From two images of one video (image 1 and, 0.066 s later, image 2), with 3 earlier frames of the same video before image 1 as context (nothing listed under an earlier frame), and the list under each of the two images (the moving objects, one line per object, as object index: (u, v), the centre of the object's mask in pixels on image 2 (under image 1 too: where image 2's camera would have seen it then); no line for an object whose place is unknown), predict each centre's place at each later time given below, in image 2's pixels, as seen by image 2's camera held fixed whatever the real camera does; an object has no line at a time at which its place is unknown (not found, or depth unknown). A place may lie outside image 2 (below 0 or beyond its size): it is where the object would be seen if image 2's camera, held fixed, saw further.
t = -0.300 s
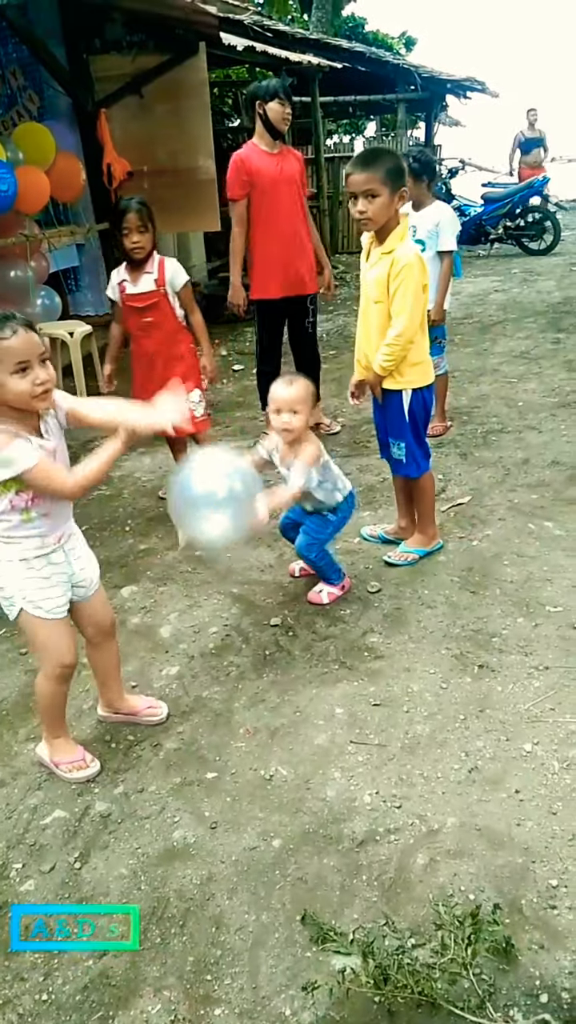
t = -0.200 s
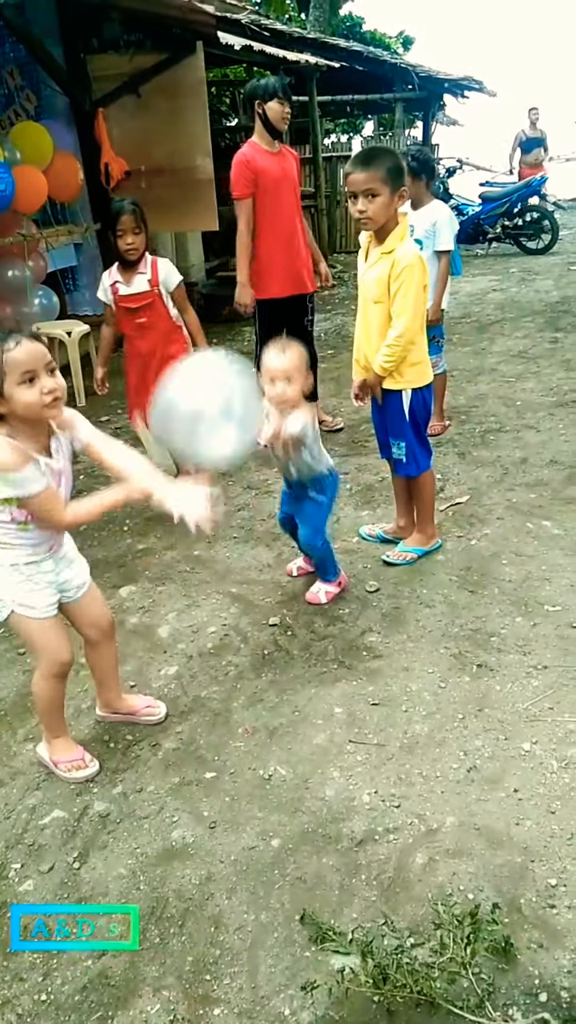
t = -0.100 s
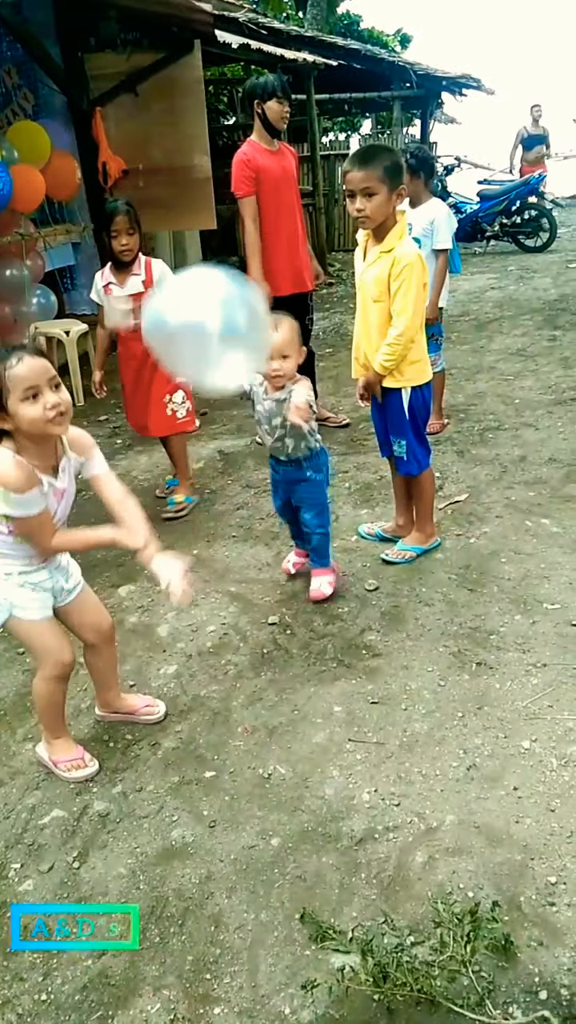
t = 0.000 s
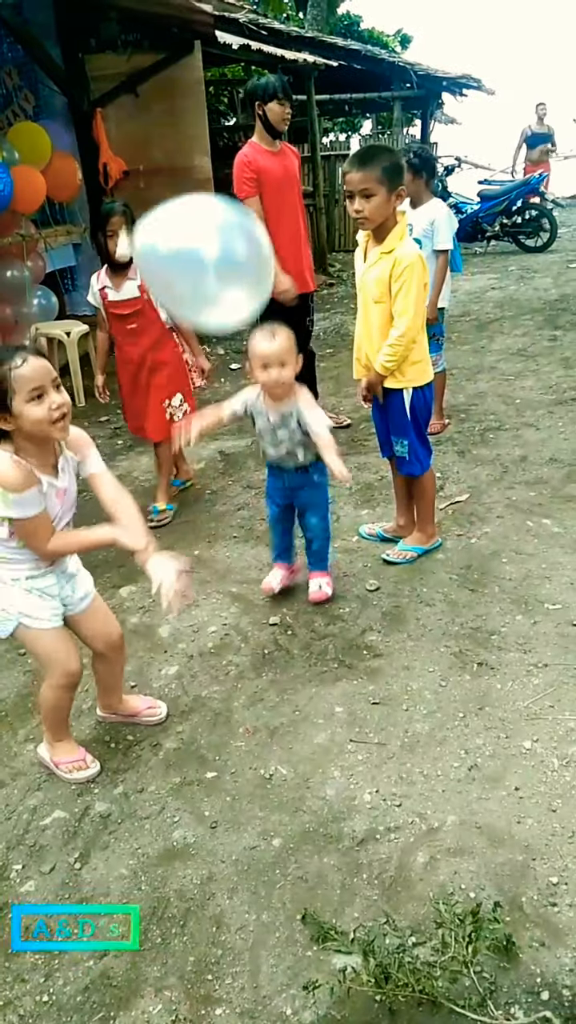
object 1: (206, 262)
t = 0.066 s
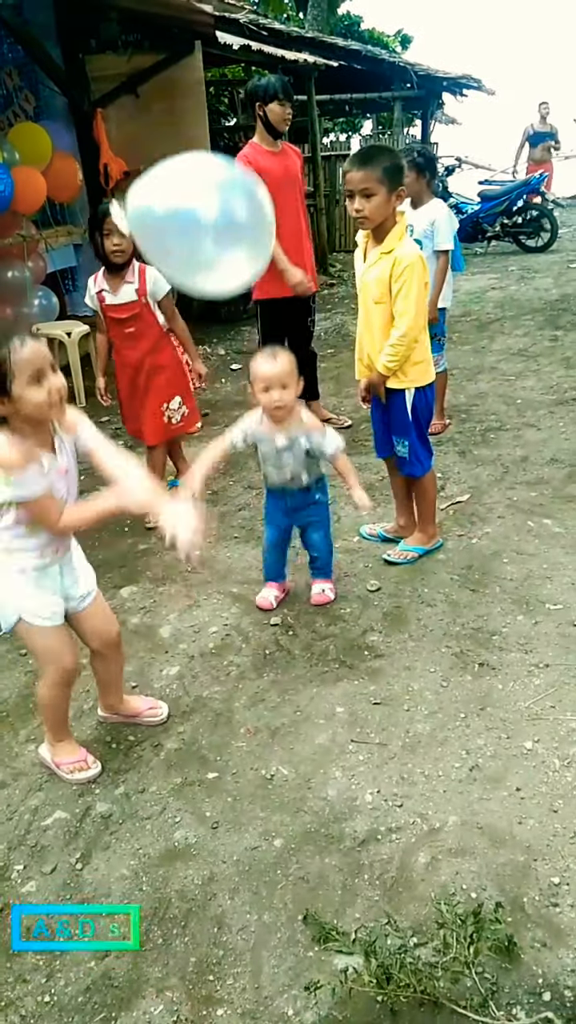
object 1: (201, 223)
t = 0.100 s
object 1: (201, 206)
